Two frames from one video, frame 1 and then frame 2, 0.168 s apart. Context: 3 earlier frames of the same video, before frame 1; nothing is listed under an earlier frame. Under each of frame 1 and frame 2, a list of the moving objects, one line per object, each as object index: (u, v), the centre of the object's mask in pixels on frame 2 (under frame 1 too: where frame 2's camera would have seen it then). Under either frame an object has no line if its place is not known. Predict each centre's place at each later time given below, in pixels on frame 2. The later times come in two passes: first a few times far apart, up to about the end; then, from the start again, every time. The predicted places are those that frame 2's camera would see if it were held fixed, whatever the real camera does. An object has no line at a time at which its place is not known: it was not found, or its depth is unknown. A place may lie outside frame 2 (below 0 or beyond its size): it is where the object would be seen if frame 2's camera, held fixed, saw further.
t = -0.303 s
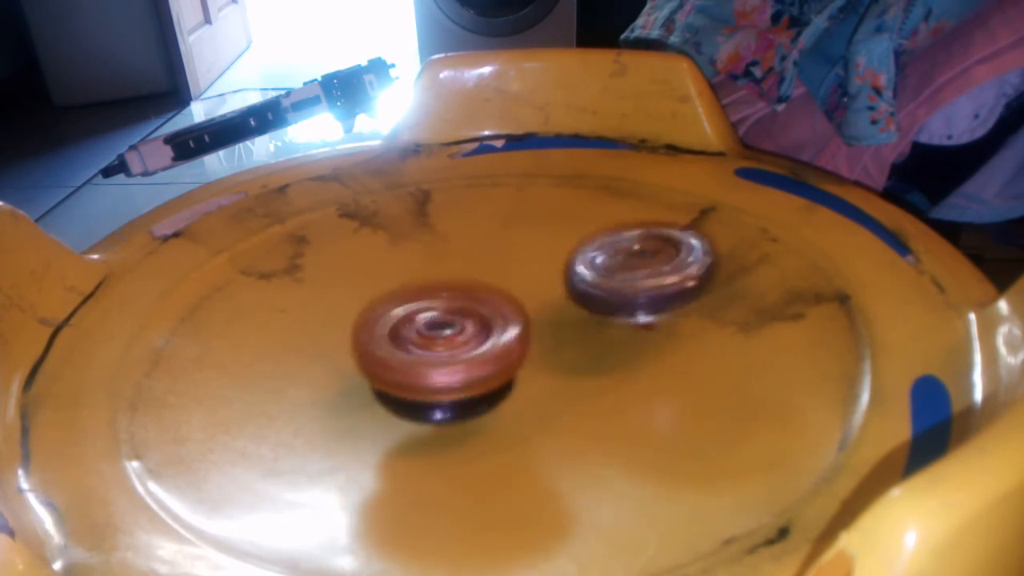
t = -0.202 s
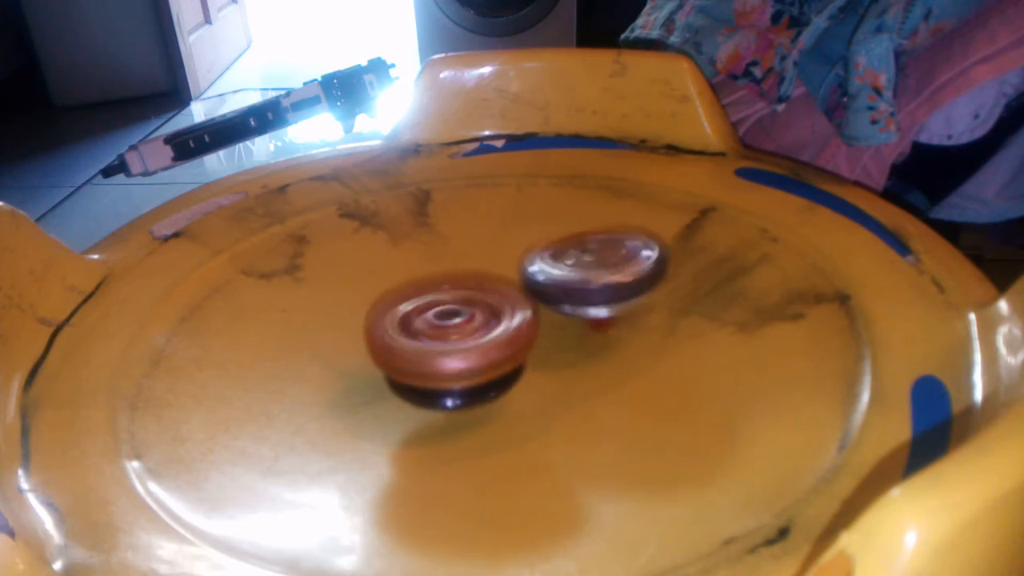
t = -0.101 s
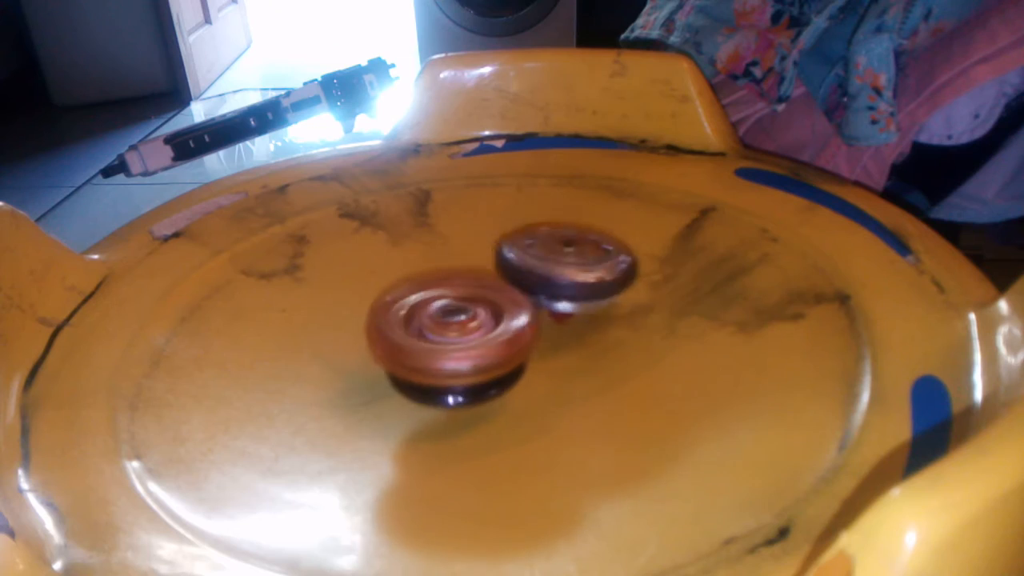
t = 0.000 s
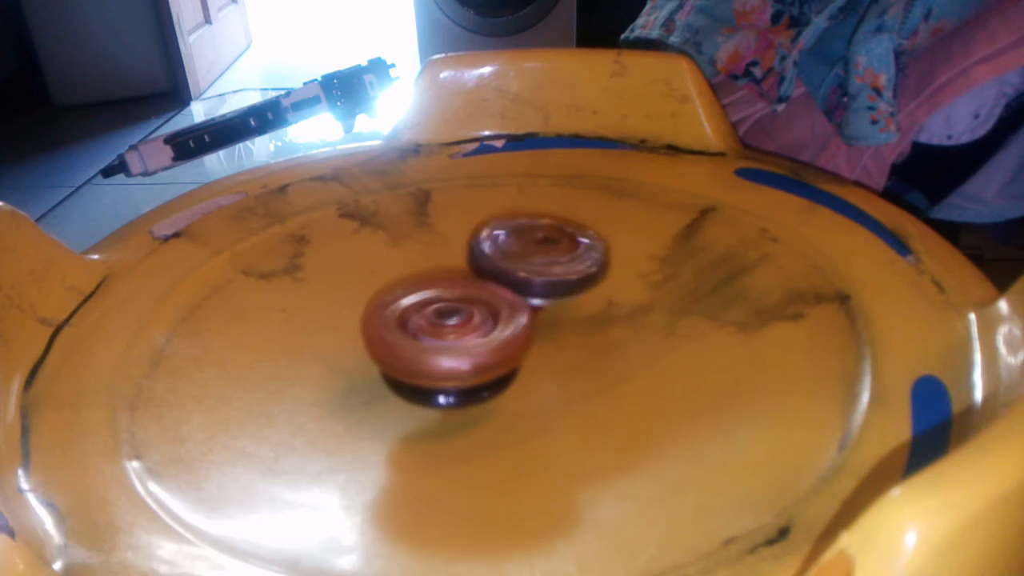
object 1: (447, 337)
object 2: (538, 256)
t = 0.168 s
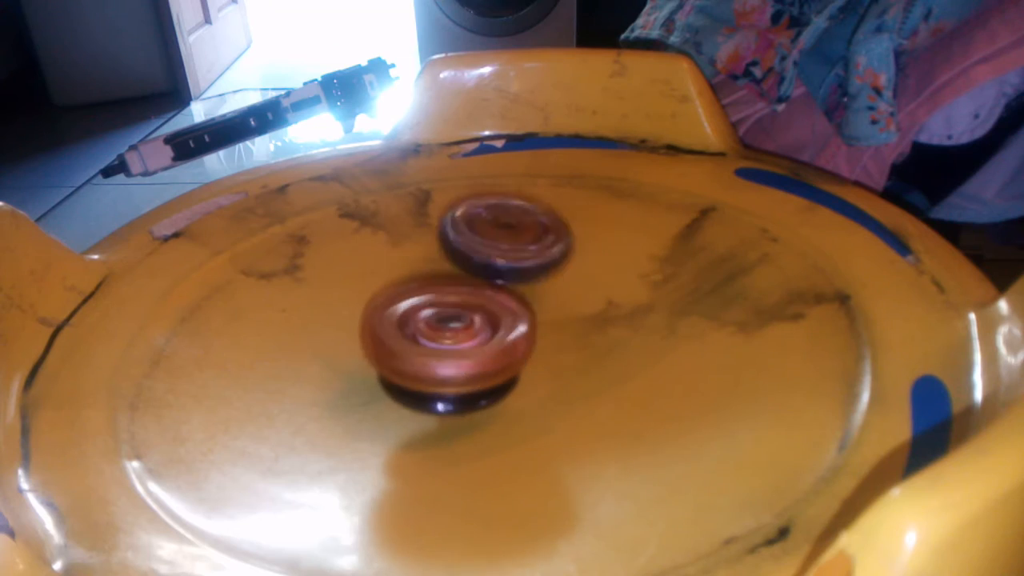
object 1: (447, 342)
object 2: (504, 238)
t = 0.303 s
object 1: (449, 346)
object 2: (487, 228)
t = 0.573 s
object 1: (491, 359)
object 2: (485, 255)
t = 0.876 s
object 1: (537, 377)
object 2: (521, 278)
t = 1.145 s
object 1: (543, 390)
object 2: (513, 267)
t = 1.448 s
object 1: (484, 370)
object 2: (471, 272)
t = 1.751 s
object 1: (413, 370)
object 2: (490, 274)
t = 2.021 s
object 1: (400, 355)
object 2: (545, 276)
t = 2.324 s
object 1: (406, 322)
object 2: (572, 299)
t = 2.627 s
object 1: (393, 301)
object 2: (561, 313)
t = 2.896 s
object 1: (400, 291)
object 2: (575, 299)
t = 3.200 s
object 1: (422, 302)
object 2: (582, 299)
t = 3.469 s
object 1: (432, 295)
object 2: (578, 307)
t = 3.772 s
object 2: (595, 303)
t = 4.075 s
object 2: (600, 278)
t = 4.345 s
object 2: (596, 261)
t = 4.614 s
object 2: (573, 266)
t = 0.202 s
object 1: (447, 344)
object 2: (499, 234)
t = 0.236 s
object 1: (447, 344)
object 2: (496, 232)
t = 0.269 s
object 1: (448, 346)
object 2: (490, 229)
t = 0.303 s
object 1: (449, 346)
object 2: (487, 228)
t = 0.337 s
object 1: (453, 347)
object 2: (482, 229)
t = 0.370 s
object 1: (458, 346)
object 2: (479, 232)
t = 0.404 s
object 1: (461, 348)
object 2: (477, 235)
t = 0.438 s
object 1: (465, 347)
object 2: (477, 240)
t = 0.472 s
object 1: (469, 347)
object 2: (479, 245)
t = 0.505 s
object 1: (476, 346)
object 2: (480, 249)
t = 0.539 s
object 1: (483, 352)
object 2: (484, 253)
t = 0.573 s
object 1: (491, 359)
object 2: (485, 255)
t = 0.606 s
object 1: (497, 364)
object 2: (490, 257)
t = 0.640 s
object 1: (500, 367)
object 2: (492, 259)
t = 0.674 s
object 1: (503, 371)
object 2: (496, 261)
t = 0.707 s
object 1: (510, 374)
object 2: (499, 265)
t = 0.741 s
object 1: (516, 376)
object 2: (504, 266)
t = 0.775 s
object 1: (523, 377)
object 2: (509, 270)
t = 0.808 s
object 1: (529, 377)
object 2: (512, 273)
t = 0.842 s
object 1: (533, 378)
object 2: (517, 276)
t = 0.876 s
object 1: (537, 377)
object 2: (521, 278)
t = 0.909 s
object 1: (543, 377)
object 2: (523, 279)
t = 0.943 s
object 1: (545, 378)
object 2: (524, 280)
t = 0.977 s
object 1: (547, 378)
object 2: (526, 280)
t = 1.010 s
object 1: (551, 382)
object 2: (528, 278)
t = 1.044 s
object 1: (552, 385)
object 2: (526, 276)
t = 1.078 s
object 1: (551, 387)
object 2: (523, 273)
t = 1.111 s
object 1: (548, 389)
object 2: (519, 269)
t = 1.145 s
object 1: (543, 390)
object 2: (513, 267)
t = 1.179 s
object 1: (538, 389)
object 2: (506, 267)
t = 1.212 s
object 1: (529, 386)
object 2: (499, 268)
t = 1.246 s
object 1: (523, 382)
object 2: (492, 269)
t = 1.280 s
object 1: (517, 380)
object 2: (486, 272)
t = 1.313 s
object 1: (511, 375)
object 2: (481, 274)
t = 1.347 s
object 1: (503, 372)
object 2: (475, 276)
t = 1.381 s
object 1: (496, 370)
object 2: (473, 274)
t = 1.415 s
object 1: (490, 369)
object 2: (472, 273)
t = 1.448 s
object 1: (484, 370)
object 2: (471, 272)
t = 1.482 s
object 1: (476, 373)
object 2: (470, 271)
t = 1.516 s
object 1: (467, 374)
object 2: (472, 271)
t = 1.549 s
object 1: (458, 376)
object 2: (470, 271)
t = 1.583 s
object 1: (448, 376)
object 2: (471, 272)
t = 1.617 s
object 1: (439, 376)
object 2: (472, 272)
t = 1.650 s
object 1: (431, 375)
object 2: (474, 273)
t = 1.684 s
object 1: (426, 372)
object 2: (477, 274)
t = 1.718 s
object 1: (421, 370)
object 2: (481, 275)
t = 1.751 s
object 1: (413, 370)
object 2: (490, 274)
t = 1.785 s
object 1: (407, 371)
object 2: (499, 274)
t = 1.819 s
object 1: (400, 371)
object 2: (506, 274)
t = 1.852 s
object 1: (393, 370)
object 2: (510, 271)
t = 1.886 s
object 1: (389, 369)
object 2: (520, 271)
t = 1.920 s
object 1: (389, 366)
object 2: (526, 272)
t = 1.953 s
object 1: (389, 365)
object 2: (532, 271)
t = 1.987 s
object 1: (394, 360)
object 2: (540, 273)
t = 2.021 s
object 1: (400, 355)
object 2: (545, 276)
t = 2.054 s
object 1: (407, 351)
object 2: (549, 277)
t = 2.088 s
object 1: (413, 347)
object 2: (555, 280)
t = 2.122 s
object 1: (421, 342)
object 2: (558, 283)
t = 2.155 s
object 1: (421, 338)
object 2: (563, 286)
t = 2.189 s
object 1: (420, 335)
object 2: (569, 287)
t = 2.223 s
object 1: (416, 333)
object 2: (571, 290)
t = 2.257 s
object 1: (412, 329)
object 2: (575, 293)
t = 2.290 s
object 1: (407, 326)
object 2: (576, 297)
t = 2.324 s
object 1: (406, 322)
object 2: (572, 299)
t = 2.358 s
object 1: (407, 319)
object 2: (571, 300)
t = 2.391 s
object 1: (406, 316)
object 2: (574, 302)
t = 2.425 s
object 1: (396, 314)
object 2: (578, 302)
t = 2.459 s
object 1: (392, 311)
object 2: (580, 302)
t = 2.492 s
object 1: (389, 309)
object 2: (579, 305)
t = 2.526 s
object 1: (386, 306)
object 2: (576, 307)
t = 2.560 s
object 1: (387, 304)
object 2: (573, 309)
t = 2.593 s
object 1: (390, 302)
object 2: (567, 310)
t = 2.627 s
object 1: (393, 301)
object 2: (561, 313)
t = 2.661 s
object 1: (400, 300)
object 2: (559, 313)
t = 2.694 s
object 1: (403, 297)
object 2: (563, 313)
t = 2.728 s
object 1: (405, 295)
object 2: (563, 312)
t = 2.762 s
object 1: (402, 294)
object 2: (563, 309)
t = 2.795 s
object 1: (403, 293)
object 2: (565, 308)
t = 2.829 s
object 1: (405, 292)
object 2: (567, 306)
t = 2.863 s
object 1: (407, 293)
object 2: (564, 302)
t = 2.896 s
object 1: (400, 291)
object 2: (575, 299)
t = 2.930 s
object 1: (396, 290)
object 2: (588, 298)
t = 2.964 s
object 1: (394, 289)
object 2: (590, 298)
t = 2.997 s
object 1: (392, 290)
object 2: (590, 295)
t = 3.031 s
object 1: (395, 291)
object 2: (592, 295)
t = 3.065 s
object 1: (398, 293)
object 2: (595, 296)
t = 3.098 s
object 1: (400, 295)
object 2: (594, 296)
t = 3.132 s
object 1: (407, 297)
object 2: (593, 298)
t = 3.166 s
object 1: (414, 299)
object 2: (591, 298)
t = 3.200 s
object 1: (422, 302)
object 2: (582, 299)
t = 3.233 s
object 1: (419, 300)
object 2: (585, 305)
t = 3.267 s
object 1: (412, 296)
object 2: (597, 309)
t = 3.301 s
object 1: (410, 296)
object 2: (602, 308)
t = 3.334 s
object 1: (412, 295)
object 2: (604, 307)
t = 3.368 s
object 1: (414, 294)
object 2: (603, 307)
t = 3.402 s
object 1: (416, 295)
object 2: (596, 309)
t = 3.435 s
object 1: (423, 295)
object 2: (587, 309)
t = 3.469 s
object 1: (432, 295)
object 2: (578, 307)
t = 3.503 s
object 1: (433, 296)
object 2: (578, 309)
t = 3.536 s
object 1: (420, 292)
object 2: (590, 309)
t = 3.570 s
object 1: (413, 289)
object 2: (599, 306)
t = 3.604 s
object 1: (410, 286)
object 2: (608, 308)
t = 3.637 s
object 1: (411, 283)
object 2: (608, 307)
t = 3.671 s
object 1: (412, 282)
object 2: (607, 306)
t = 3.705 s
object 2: (603, 307)
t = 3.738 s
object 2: (600, 305)
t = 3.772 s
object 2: (595, 303)
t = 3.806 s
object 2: (591, 302)
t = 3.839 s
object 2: (587, 300)
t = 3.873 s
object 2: (587, 294)
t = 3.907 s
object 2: (595, 288)
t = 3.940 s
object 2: (598, 283)
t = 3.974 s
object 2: (597, 282)
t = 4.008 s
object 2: (597, 281)
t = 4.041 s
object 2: (596, 281)
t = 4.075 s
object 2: (600, 278)
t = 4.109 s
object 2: (603, 272)
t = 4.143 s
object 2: (605, 267)
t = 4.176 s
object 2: (604, 265)
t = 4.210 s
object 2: (601, 263)
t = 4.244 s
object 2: (599, 263)
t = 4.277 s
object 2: (596, 264)
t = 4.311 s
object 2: (594, 265)
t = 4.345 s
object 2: (596, 261)
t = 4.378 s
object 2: (598, 258)
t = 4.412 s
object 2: (597, 256)
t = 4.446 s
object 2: (592, 257)
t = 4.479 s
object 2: (589, 259)
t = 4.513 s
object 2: (586, 262)
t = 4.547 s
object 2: (583, 266)
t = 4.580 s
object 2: (578, 267)
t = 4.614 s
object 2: (573, 266)
